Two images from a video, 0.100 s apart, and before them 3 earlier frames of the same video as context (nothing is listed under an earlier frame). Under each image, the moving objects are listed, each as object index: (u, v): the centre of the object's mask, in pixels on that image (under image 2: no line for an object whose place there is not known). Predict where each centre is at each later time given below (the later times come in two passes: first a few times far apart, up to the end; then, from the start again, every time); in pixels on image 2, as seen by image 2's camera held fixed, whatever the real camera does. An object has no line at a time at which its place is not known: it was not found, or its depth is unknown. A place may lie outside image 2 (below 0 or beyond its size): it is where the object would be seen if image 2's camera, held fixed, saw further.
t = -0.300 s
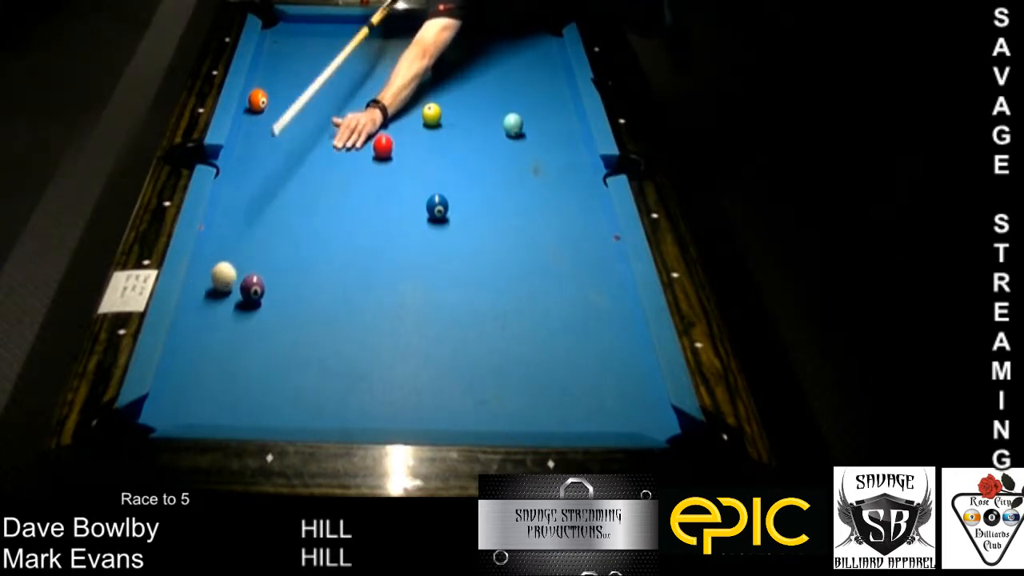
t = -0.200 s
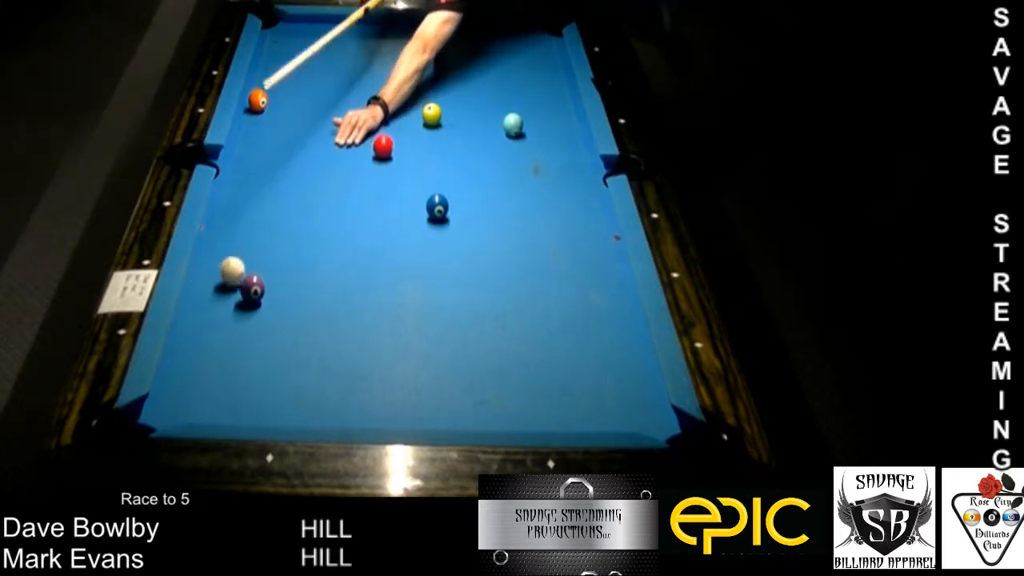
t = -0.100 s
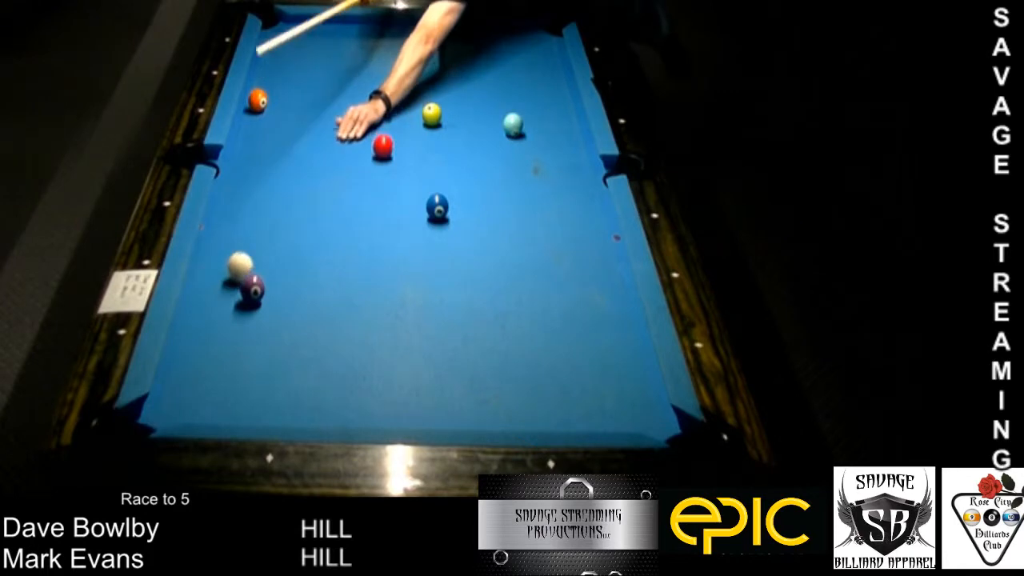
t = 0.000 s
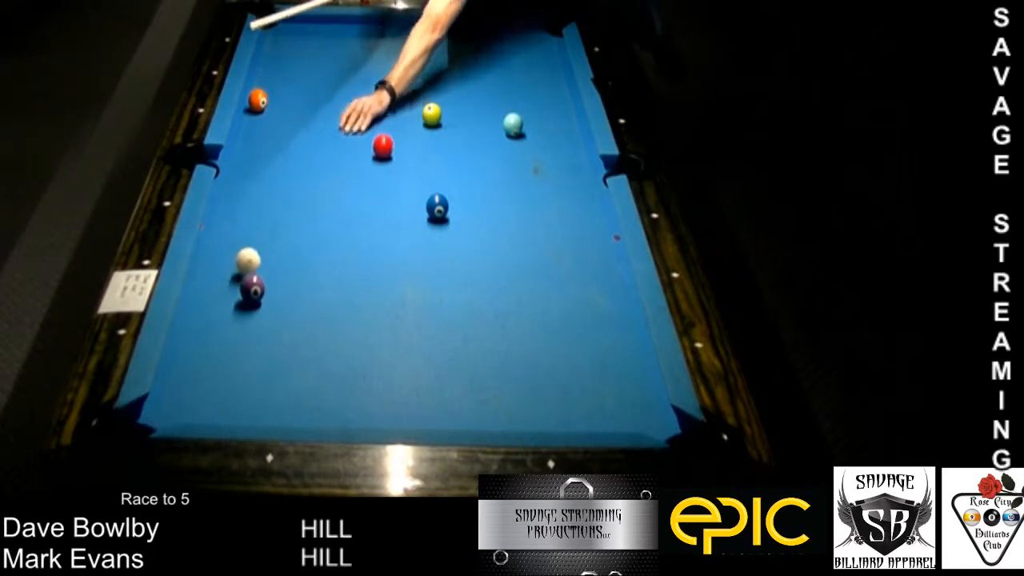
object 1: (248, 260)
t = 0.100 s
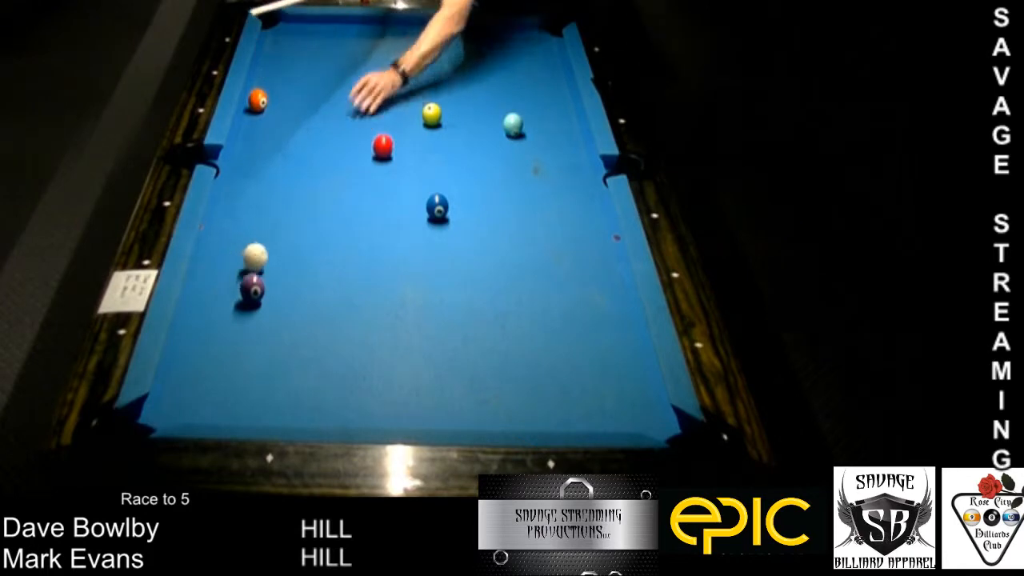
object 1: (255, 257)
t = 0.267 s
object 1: (266, 250)
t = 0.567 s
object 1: (285, 239)
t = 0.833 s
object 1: (298, 230)
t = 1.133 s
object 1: (312, 222)
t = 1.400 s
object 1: (322, 216)
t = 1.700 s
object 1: (331, 211)
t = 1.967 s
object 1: (337, 207)
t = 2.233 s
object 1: (342, 204)
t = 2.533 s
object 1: (346, 202)
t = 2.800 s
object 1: (346, 202)
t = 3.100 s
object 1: (346, 202)
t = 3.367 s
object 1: (346, 202)
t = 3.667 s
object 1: (346, 202)
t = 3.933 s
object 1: (346, 202)
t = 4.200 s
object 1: (346, 202)
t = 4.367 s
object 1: (346, 202)
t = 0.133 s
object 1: (257, 255)
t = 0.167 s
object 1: (259, 254)
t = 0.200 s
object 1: (262, 253)
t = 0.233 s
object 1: (264, 251)
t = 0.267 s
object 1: (266, 250)
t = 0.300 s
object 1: (268, 249)
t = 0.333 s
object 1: (271, 248)
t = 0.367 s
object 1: (273, 246)
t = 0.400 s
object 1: (275, 245)
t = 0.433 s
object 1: (277, 244)
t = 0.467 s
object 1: (279, 242)
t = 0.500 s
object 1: (281, 241)
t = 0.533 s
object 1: (283, 240)
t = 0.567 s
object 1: (285, 239)
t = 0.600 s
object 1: (286, 238)
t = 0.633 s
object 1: (288, 237)
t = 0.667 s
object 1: (290, 236)
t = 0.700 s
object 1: (291, 234)
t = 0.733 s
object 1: (293, 233)
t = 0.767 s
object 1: (295, 232)
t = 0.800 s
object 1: (296, 231)
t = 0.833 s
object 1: (298, 230)
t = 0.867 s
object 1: (300, 229)
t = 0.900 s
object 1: (301, 228)
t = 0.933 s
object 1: (303, 227)
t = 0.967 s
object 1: (304, 227)
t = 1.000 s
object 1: (306, 225)
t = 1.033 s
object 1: (307, 225)
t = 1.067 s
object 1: (309, 224)
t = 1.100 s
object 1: (310, 223)
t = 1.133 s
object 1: (312, 222)
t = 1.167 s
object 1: (313, 221)
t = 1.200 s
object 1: (314, 221)
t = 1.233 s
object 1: (315, 220)
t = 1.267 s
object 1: (316, 219)
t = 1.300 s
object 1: (318, 218)
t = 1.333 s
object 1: (319, 218)
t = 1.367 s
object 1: (320, 217)
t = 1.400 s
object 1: (322, 216)
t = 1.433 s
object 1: (323, 215)
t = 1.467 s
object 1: (324, 215)
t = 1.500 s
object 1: (325, 214)
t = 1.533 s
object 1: (326, 214)
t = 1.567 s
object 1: (327, 213)
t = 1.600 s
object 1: (328, 213)
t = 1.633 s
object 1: (329, 212)
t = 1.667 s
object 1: (329, 212)
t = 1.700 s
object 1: (331, 211)
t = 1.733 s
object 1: (332, 210)
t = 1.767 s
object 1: (333, 210)
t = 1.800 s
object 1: (334, 209)
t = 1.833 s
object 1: (334, 209)
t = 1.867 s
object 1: (335, 208)
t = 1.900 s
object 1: (336, 208)
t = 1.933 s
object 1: (336, 207)
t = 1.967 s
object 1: (337, 207)
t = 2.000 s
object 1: (338, 206)
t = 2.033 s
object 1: (338, 206)
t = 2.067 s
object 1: (339, 206)
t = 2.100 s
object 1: (340, 205)
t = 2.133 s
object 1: (340, 205)
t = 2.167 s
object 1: (341, 205)
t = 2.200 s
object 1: (342, 204)
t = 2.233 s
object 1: (342, 204)
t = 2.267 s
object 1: (342, 204)
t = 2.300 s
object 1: (343, 203)
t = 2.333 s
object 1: (344, 203)
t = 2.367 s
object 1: (344, 203)
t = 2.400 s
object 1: (345, 203)
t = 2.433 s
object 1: (345, 203)
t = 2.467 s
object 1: (345, 203)
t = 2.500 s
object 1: (346, 202)
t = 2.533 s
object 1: (346, 202)
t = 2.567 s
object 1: (346, 202)
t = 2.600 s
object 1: (346, 202)
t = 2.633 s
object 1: (346, 202)
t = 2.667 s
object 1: (346, 202)
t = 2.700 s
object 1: (346, 202)
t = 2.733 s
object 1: (346, 202)
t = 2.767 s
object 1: (346, 202)
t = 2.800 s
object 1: (346, 202)
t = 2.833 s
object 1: (346, 202)
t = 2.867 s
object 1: (346, 202)
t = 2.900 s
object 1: (346, 202)
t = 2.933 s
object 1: (346, 202)
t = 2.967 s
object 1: (346, 202)
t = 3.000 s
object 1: (346, 202)
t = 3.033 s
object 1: (346, 202)
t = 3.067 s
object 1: (346, 202)
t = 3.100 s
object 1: (346, 202)
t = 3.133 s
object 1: (346, 202)
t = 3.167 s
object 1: (346, 202)
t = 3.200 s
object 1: (346, 202)
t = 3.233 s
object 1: (346, 202)
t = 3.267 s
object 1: (346, 202)
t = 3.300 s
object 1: (346, 202)
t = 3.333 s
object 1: (346, 202)
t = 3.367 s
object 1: (346, 202)
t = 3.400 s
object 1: (346, 202)
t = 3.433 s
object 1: (346, 202)
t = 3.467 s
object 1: (346, 202)
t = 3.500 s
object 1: (346, 202)
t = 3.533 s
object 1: (346, 202)
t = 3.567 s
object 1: (346, 202)
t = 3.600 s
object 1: (346, 202)
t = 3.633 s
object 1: (346, 202)
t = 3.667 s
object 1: (346, 202)
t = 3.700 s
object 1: (346, 202)
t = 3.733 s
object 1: (346, 202)
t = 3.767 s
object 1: (346, 202)
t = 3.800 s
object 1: (346, 202)
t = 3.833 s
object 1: (346, 202)
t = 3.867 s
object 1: (346, 202)
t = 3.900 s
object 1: (346, 202)
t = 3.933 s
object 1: (346, 202)
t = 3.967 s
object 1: (346, 202)
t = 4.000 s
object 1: (346, 202)
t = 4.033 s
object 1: (346, 202)
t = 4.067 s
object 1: (346, 202)
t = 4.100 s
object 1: (346, 202)
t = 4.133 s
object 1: (346, 202)
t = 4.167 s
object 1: (346, 202)
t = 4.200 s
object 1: (346, 202)
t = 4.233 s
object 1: (346, 202)
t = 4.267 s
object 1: (346, 202)
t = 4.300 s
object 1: (346, 202)
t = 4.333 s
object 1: (346, 202)
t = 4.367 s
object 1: (346, 202)
